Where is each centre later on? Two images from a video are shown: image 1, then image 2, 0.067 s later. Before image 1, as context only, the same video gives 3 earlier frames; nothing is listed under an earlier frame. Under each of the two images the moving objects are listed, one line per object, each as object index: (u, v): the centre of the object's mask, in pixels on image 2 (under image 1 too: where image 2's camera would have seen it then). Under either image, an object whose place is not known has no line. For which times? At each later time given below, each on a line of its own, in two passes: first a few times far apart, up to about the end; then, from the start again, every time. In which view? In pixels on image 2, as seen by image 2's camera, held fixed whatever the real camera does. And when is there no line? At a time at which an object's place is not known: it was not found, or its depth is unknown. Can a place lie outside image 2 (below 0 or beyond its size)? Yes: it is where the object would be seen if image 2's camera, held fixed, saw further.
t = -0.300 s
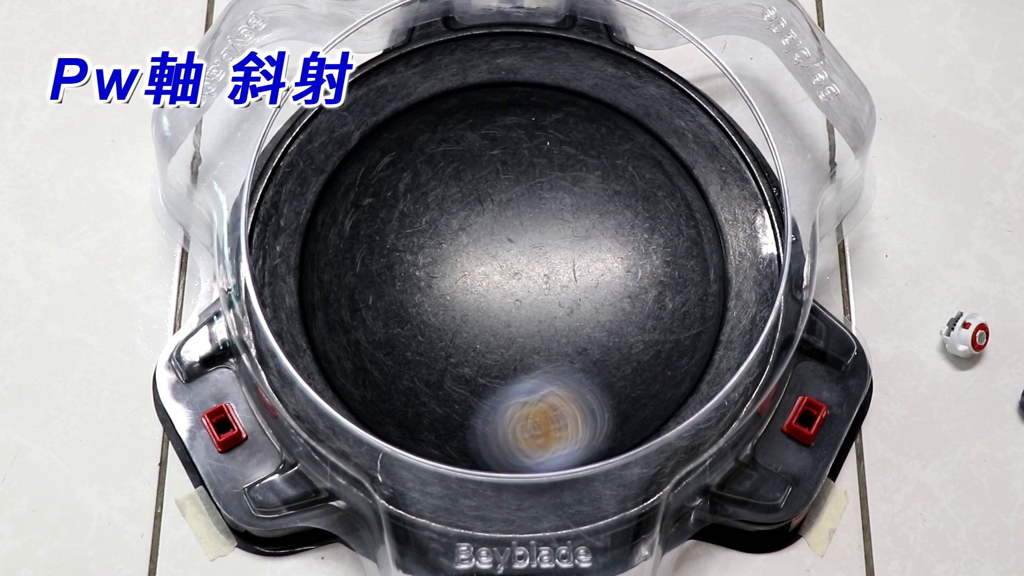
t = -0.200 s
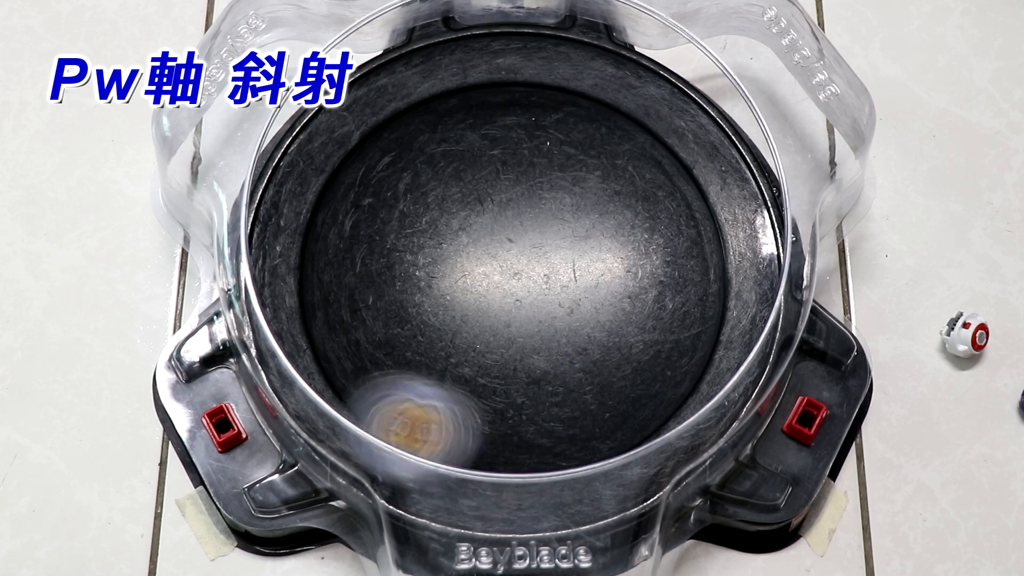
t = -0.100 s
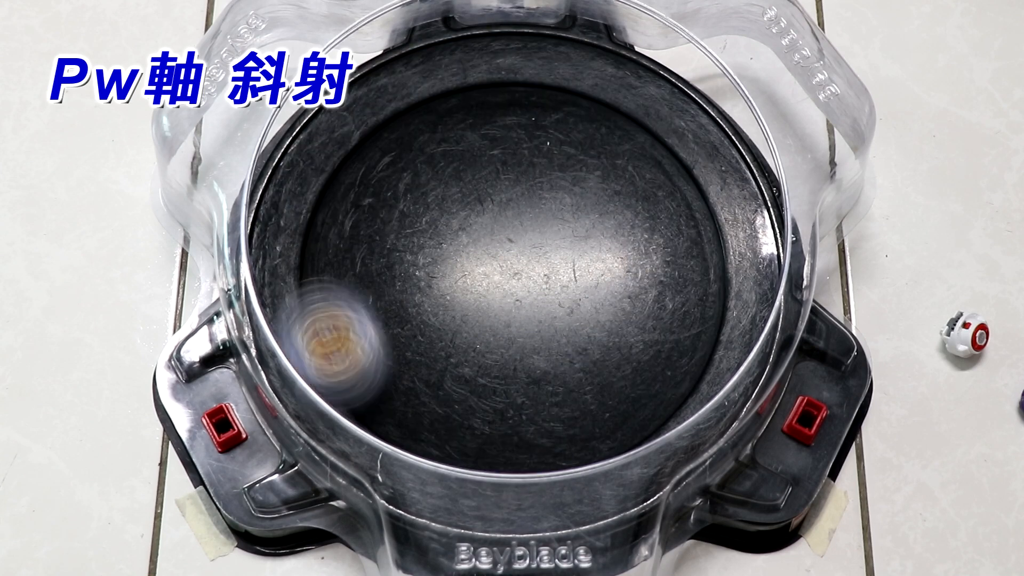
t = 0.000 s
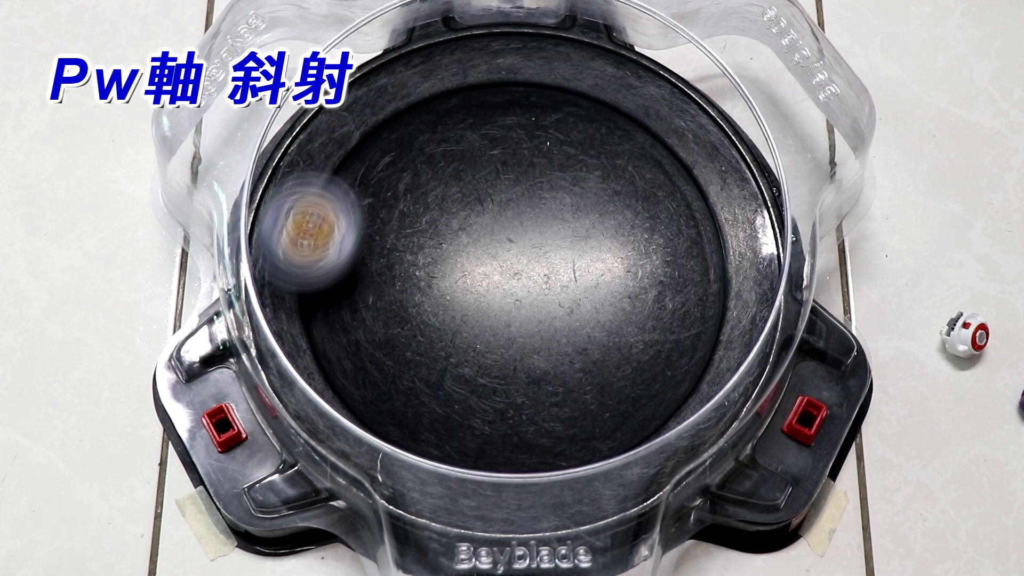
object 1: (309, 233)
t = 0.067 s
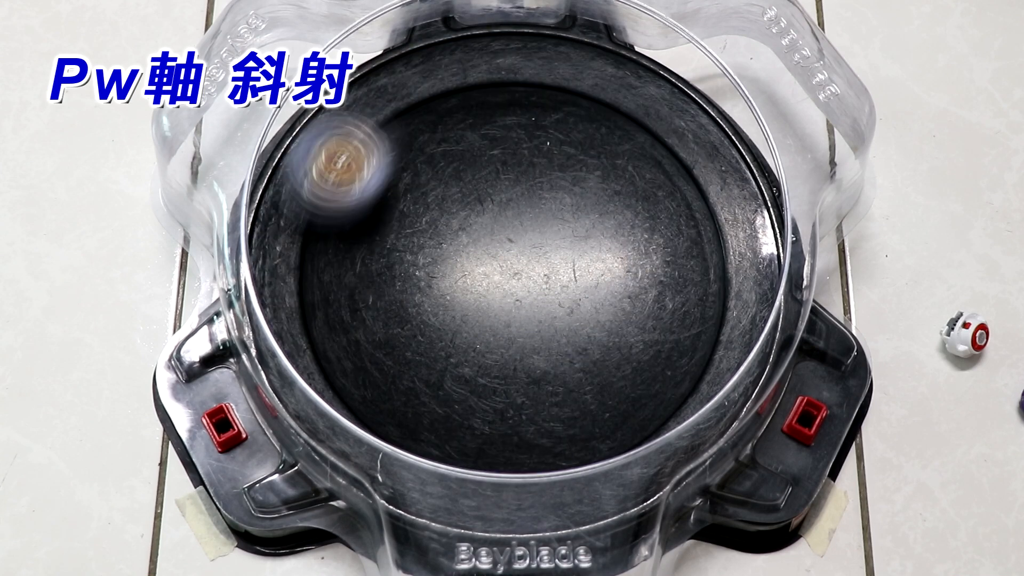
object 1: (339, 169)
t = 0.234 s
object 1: (506, 89)
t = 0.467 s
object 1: (677, 282)
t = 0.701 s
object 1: (503, 457)
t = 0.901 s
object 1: (325, 328)
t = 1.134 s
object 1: (438, 135)
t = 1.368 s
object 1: (665, 209)
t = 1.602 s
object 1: (632, 417)
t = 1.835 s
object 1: (380, 381)
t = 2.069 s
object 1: (408, 168)
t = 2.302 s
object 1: (627, 129)
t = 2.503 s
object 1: (714, 295)
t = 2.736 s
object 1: (519, 415)
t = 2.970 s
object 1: (364, 263)
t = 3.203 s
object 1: (474, 94)
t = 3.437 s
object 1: (661, 173)
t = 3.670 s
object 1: (593, 373)
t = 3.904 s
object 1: (379, 353)
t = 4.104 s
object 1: (344, 194)
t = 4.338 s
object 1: (525, 130)
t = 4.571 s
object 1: (635, 287)
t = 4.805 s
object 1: (503, 420)
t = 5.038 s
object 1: (358, 302)
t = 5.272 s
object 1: (471, 173)
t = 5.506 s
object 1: (630, 222)
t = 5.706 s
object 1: (625, 361)
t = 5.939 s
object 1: (459, 360)
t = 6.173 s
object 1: (432, 218)
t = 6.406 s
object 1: (553, 152)
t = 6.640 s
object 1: (640, 254)
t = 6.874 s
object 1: (525, 351)
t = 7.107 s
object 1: (401, 282)
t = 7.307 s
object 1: (423, 176)
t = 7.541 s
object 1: (560, 179)
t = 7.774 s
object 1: (590, 318)
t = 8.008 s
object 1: (471, 377)
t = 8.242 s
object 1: (388, 280)
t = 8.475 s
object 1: (487, 191)
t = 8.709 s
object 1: (614, 241)
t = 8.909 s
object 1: (615, 345)
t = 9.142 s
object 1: (481, 365)
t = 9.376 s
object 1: (432, 243)
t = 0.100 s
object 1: (362, 138)
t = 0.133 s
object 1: (396, 113)
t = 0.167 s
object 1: (424, 99)
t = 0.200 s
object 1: (463, 90)
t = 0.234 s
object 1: (506, 89)
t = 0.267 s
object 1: (540, 100)
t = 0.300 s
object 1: (578, 116)
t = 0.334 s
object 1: (614, 143)
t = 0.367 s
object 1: (635, 166)
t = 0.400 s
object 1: (658, 205)
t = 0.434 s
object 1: (673, 245)
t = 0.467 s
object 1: (677, 282)
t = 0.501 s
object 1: (673, 320)
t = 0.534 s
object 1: (658, 362)
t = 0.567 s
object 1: (639, 389)
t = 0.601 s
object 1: (612, 411)
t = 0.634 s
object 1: (578, 441)
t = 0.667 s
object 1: (547, 456)
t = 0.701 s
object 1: (503, 457)
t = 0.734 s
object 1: (463, 435)
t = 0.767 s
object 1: (431, 423)
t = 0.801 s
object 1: (395, 406)
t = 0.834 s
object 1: (364, 384)
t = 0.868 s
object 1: (341, 359)
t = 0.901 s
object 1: (325, 328)
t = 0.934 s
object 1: (315, 292)
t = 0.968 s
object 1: (318, 262)
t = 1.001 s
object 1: (328, 226)
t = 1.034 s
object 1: (347, 193)
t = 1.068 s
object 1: (371, 171)
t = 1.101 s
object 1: (400, 151)
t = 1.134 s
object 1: (438, 135)
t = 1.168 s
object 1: (465, 130)
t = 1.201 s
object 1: (505, 127)
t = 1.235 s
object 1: (546, 132)
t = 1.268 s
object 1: (573, 141)
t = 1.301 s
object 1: (610, 159)
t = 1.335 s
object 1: (642, 183)
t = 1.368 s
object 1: (665, 209)
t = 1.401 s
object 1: (682, 237)
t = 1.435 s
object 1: (694, 273)
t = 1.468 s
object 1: (700, 307)
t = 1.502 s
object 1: (696, 339)
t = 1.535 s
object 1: (680, 371)
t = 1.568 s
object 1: (663, 398)
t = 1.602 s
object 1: (632, 417)
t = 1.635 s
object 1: (595, 435)
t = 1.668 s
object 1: (560, 445)
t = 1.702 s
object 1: (516, 440)
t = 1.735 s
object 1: (475, 435)
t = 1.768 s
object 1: (441, 424)
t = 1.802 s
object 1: (408, 406)
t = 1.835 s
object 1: (380, 381)
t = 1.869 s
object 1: (364, 355)
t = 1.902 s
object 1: (354, 322)
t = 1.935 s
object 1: (352, 285)
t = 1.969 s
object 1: (355, 260)
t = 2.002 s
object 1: (367, 224)
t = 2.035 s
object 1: (388, 190)
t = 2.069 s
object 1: (408, 168)
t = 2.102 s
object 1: (435, 149)
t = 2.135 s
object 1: (467, 132)
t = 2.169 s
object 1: (496, 122)
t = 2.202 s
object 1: (528, 115)
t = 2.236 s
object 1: (565, 115)
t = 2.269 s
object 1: (596, 118)
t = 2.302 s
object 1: (627, 129)
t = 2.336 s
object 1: (658, 149)
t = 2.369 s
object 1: (684, 169)
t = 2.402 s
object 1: (703, 195)
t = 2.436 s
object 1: (715, 227)
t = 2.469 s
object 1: (717, 264)
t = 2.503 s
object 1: (714, 295)
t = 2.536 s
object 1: (703, 328)
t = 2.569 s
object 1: (683, 357)
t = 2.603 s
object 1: (657, 378)
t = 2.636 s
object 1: (624, 398)
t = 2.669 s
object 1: (593, 411)
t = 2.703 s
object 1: (560, 414)
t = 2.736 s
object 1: (519, 415)
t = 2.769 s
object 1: (486, 407)
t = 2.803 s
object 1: (454, 392)
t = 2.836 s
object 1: (424, 372)
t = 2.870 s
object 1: (400, 348)
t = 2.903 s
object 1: (384, 322)
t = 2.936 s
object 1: (371, 291)
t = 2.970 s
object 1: (364, 263)
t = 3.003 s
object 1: (365, 232)
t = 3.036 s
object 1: (373, 197)
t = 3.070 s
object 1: (384, 174)
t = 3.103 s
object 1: (398, 148)
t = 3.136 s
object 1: (422, 123)
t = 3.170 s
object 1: (446, 107)
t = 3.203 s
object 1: (474, 94)
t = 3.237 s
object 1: (507, 88)
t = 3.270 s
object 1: (536, 87)
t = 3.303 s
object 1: (566, 92)
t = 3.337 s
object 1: (597, 104)
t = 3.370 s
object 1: (624, 123)
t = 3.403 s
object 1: (644, 145)
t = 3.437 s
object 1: (661, 173)
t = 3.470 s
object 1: (673, 207)
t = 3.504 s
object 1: (676, 237)
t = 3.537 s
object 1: (674, 270)
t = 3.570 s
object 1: (662, 302)
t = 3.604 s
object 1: (643, 330)
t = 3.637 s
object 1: (620, 355)
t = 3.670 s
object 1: (593, 373)
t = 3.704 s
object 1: (566, 385)
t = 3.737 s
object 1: (531, 394)
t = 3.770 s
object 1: (495, 397)
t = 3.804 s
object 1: (467, 393)
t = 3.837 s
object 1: (431, 384)
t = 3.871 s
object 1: (403, 370)
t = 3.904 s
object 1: (379, 353)
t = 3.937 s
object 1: (357, 327)
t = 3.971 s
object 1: (342, 304)
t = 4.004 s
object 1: (335, 277)
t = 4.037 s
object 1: (331, 245)
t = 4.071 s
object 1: (337, 220)
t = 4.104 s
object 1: (344, 194)
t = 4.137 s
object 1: (363, 166)
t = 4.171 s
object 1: (384, 146)
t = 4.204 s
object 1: (409, 132)
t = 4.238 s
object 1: (436, 122)
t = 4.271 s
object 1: (466, 120)
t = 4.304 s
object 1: (495, 121)
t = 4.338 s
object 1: (525, 130)
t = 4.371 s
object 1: (552, 141)
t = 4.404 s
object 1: (575, 156)
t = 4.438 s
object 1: (598, 179)
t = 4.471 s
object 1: (616, 205)
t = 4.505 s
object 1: (627, 229)
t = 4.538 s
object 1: (634, 256)
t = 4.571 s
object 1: (635, 287)
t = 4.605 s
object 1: (630, 316)
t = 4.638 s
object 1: (619, 344)
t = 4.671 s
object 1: (604, 367)
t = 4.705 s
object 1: (585, 386)
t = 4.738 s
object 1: (559, 404)
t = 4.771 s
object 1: (529, 414)
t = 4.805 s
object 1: (503, 420)
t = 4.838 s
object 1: (468, 416)
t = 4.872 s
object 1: (436, 409)
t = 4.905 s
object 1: (413, 397)
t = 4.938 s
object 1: (389, 377)
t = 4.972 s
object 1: (372, 352)
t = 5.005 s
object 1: (363, 332)
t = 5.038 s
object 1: (358, 302)
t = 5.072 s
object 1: (361, 279)
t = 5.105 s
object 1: (367, 255)
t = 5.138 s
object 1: (381, 230)
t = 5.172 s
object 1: (401, 209)
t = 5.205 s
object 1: (419, 196)
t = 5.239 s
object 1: (444, 182)
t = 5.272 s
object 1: (471, 173)
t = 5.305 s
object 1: (495, 170)
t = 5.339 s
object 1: (520, 169)
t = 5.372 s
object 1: (545, 175)
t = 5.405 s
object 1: (568, 180)
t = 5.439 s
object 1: (590, 191)
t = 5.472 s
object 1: (612, 206)
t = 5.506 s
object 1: (630, 222)
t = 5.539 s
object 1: (643, 244)
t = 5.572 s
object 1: (652, 270)
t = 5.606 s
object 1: (655, 292)
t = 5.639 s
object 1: (650, 317)
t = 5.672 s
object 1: (641, 342)
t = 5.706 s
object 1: (625, 361)
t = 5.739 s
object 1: (605, 376)
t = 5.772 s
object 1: (579, 387)
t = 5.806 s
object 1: (557, 391)
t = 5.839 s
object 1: (526, 392)
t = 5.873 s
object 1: (500, 386)
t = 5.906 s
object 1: (479, 376)
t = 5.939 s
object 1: (459, 360)
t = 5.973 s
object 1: (442, 343)
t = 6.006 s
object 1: (430, 326)
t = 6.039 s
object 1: (421, 302)
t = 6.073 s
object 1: (418, 280)
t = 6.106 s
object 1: (419, 261)
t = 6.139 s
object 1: (424, 238)
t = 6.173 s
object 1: (432, 218)
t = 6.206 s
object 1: (445, 201)
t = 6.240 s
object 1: (459, 184)
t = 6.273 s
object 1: (476, 170)
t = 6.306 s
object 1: (493, 162)
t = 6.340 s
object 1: (512, 156)
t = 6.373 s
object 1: (533, 153)
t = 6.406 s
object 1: (553, 152)
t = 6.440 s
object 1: (574, 155)
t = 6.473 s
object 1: (594, 166)
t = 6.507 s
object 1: (609, 177)
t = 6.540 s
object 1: (624, 193)
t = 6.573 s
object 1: (635, 214)
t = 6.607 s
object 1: (640, 233)
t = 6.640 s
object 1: (640, 254)
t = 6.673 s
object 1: (635, 278)
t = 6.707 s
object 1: (625, 298)
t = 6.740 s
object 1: (611, 317)
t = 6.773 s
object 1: (592, 331)
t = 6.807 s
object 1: (572, 340)
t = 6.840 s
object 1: (550, 349)
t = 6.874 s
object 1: (525, 351)
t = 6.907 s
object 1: (503, 350)
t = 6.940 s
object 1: (481, 347)
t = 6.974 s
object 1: (459, 339)
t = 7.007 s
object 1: (442, 329)
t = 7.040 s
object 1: (424, 314)
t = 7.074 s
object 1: (411, 297)
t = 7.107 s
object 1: (401, 282)
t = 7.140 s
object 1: (395, 262)
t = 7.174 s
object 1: (393, 243)
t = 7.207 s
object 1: (395, 225)
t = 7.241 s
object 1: (401, 207)
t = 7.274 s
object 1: (410, 190)
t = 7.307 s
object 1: (423, 176)
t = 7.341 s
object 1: (440, 164)
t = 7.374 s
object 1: (458, 154)
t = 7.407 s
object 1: (479, 152)
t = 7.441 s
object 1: (499, 153)
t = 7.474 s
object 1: (521, 157)
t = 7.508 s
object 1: (541, 166)
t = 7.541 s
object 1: (560, 179)
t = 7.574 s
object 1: (576, 196)
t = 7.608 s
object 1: (587, 212)
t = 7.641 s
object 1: (595, 232)
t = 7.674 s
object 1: (601, 257)
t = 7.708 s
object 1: (602, 275)
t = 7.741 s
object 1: (597, 298)
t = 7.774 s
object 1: (590, 318)
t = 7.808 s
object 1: (580, 334)
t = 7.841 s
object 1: (566, 347)
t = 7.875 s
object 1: (550, 361)
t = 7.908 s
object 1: (531, 369)
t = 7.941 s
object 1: (513, 376)
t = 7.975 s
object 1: (489, 378)
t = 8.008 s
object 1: (471, 377)
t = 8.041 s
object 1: (450, 373)
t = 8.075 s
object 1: (431, 363)
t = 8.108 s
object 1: (415, 351)
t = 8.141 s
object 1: (403, 337)
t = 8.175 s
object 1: (392, 317)
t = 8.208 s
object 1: (387, 300)
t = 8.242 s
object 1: (388, 280)
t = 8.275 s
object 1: (392, 260)
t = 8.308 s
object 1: (400, 243)
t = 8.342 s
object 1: (413, 227)
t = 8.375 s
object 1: (430, 213)
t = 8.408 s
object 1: (448, 203)
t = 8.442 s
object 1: (467, 196)
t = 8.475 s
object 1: (487, 191)
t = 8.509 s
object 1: (509, 190)
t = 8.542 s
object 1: (528, 191)
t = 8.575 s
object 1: (550, 196)
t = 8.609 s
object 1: (569, 203)
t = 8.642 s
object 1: (585, 213)
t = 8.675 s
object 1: (601, 226)
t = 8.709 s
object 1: (614, 241)
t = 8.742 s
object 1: (623, 256)
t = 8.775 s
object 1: (630, 275)
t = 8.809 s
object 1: (631, 292)
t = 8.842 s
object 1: (631, 311)
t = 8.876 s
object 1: (624, 330)
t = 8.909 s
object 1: (615, 345)
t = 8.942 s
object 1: (601, 357)
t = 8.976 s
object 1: (582, 369)
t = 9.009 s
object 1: (564, 376)
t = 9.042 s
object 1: (543, 379)
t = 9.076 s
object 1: (521, 377)
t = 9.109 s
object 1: (500, 373)
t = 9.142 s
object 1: (481, 365)
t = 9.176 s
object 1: (463, 350)
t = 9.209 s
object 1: (450, 337)
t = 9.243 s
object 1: (439, 320)
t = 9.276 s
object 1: (431, 300)
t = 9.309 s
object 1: (427, 283)
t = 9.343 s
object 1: (428, 263)
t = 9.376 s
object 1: (432, 243)
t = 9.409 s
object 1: (438, 227)
